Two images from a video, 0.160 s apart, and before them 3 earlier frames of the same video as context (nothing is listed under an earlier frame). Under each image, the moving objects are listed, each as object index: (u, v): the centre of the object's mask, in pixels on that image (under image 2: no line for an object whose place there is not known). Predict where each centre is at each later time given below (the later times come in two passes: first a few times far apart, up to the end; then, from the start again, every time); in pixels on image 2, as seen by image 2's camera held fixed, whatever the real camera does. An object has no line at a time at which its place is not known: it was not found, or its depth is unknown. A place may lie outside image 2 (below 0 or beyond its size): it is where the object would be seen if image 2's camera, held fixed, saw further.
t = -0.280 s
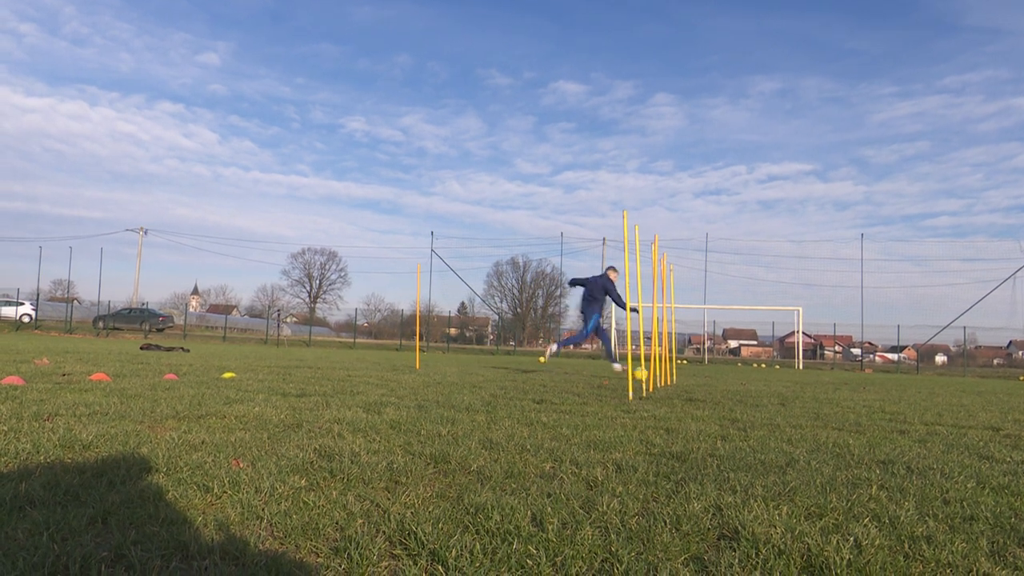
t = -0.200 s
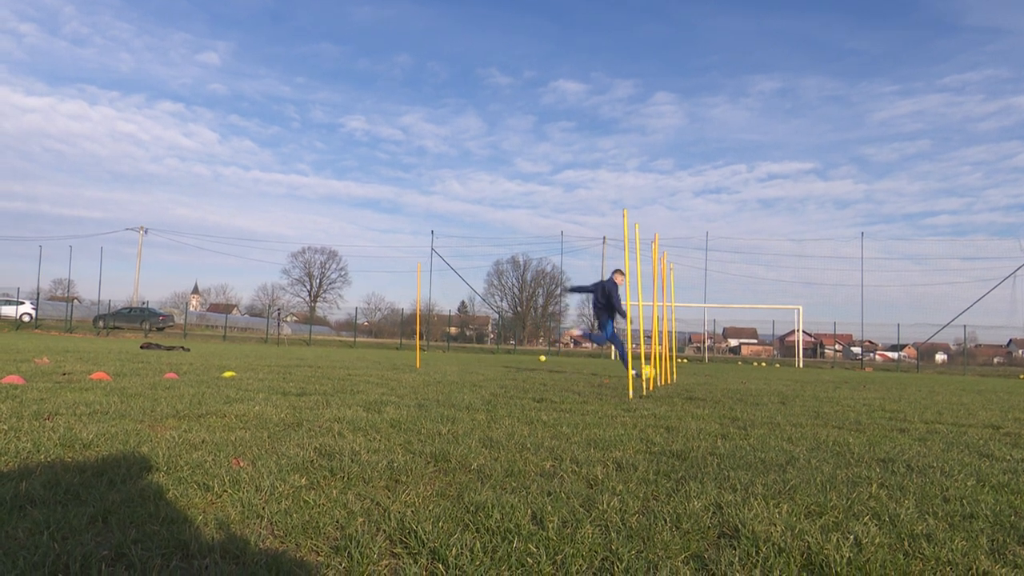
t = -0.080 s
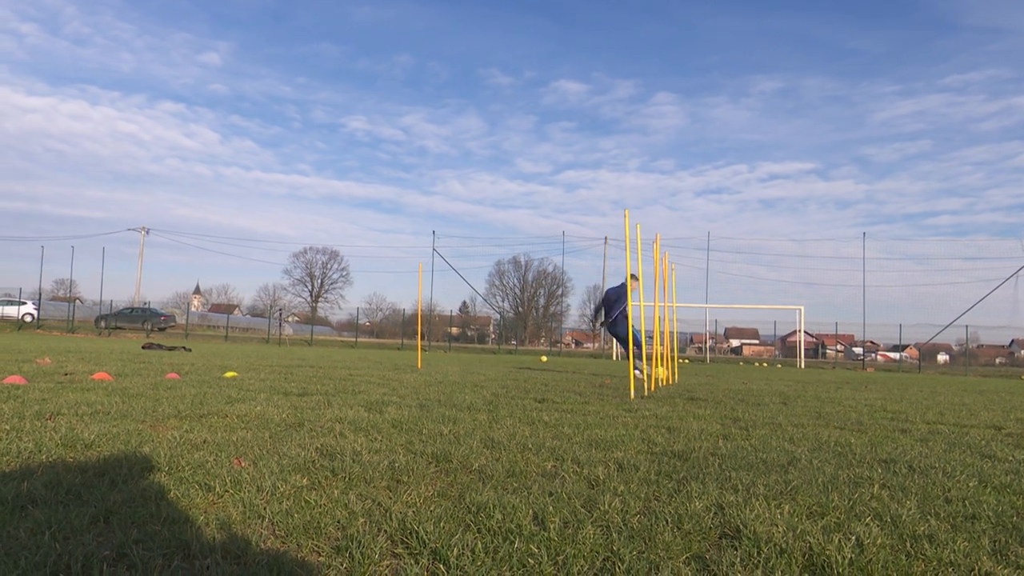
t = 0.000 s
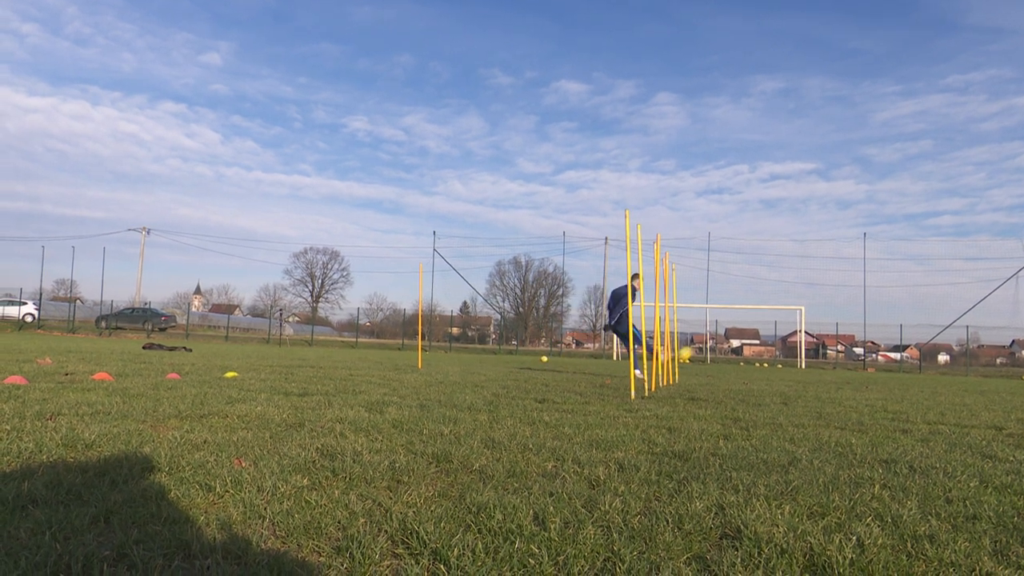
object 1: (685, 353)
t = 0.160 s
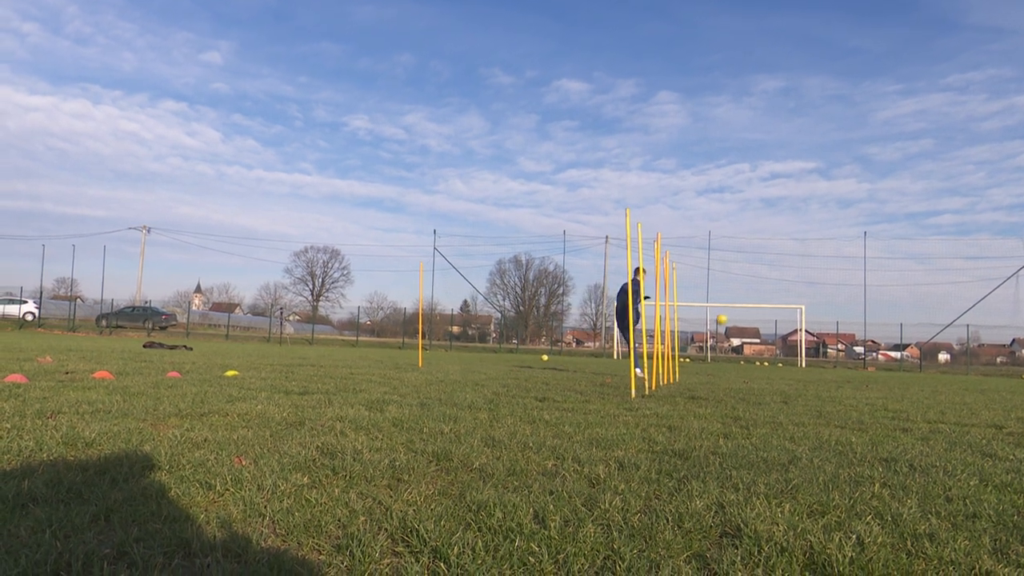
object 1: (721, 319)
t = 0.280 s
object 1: (737, 307)
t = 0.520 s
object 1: (753, 299)
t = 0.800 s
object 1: (758, 309)
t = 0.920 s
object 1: (758, 317)
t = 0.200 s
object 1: (727, 314)
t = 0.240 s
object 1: (732, 310)
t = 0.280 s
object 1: (737, 307)
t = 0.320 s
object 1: (741, 304)
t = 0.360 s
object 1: (744, 302)
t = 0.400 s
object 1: (747, 301)
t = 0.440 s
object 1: (749, 300)
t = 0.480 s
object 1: (751, 299)
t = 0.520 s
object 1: (753, 299)
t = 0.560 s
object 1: (754, 300)
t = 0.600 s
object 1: (755, 300)
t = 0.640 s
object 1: (756, 301)
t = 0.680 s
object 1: (756, 303)
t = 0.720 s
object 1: (757, 304)
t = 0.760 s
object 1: (758, 307)
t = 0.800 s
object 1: (758, 309)
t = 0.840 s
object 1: (758, 311)
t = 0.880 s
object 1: (758, 314)
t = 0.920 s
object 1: (758, 317)
